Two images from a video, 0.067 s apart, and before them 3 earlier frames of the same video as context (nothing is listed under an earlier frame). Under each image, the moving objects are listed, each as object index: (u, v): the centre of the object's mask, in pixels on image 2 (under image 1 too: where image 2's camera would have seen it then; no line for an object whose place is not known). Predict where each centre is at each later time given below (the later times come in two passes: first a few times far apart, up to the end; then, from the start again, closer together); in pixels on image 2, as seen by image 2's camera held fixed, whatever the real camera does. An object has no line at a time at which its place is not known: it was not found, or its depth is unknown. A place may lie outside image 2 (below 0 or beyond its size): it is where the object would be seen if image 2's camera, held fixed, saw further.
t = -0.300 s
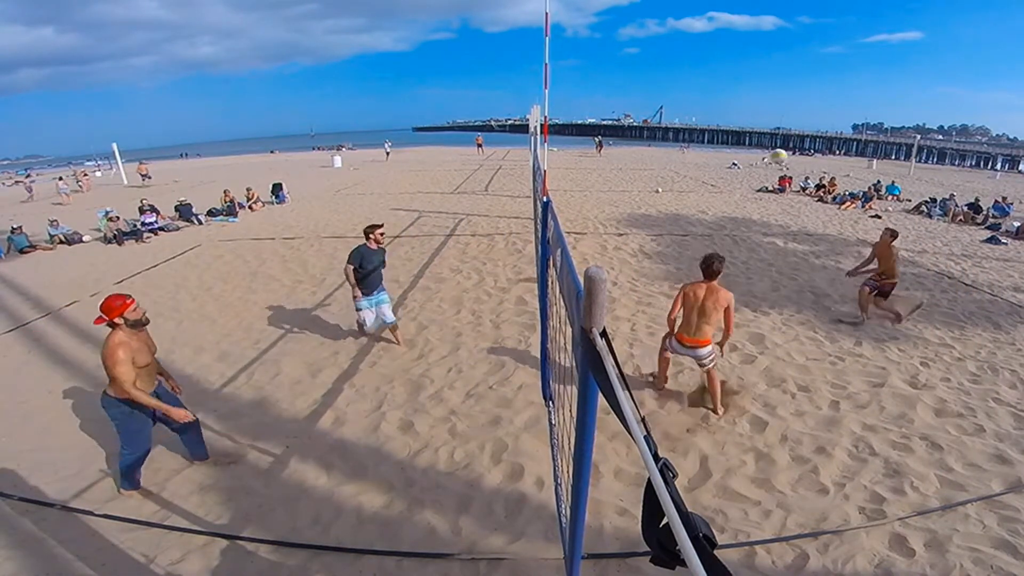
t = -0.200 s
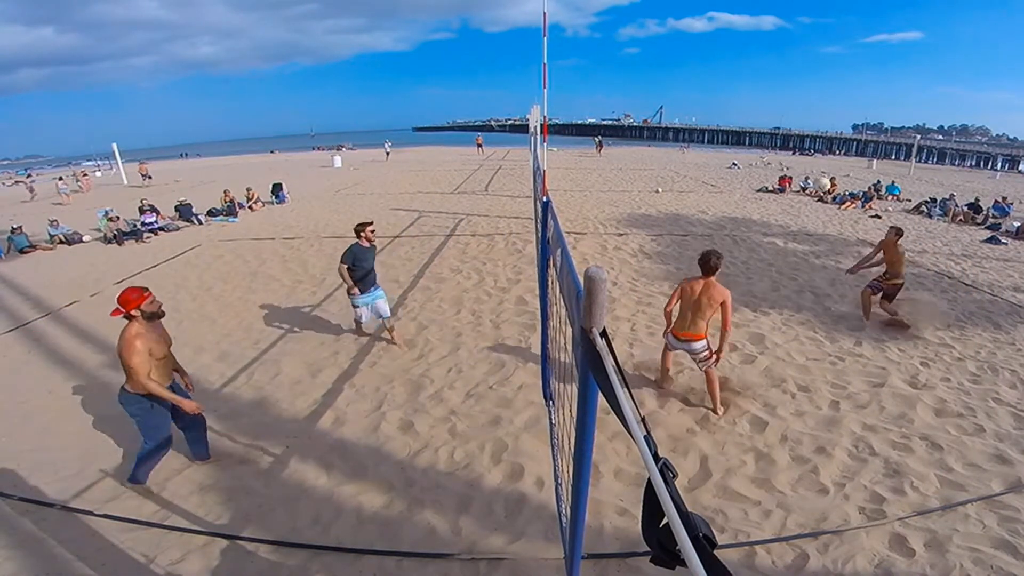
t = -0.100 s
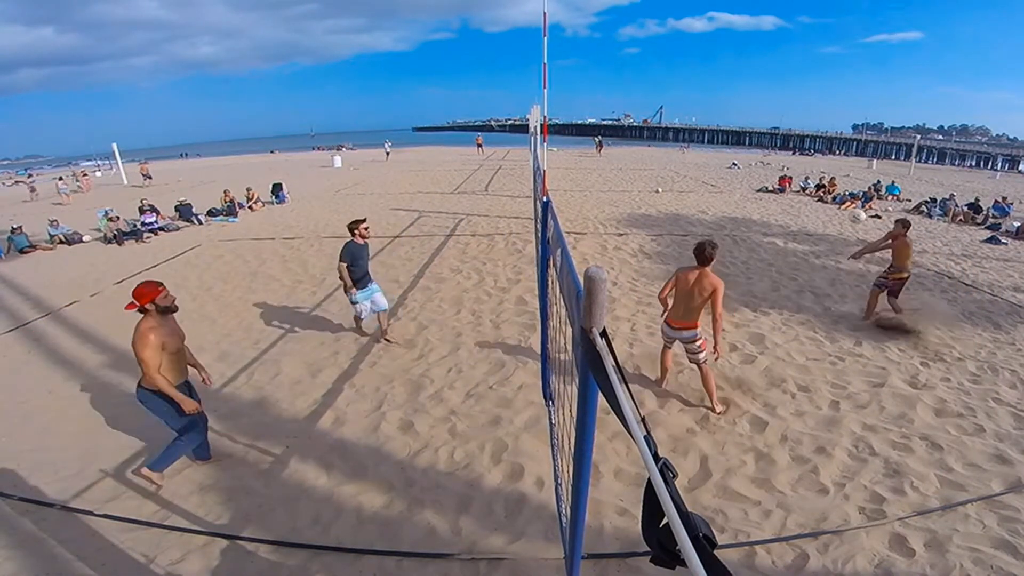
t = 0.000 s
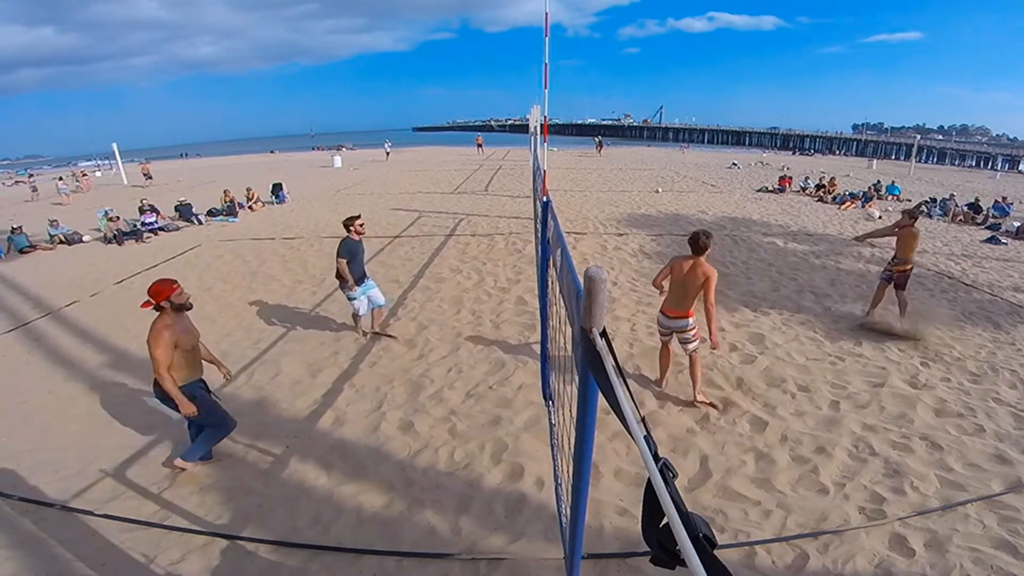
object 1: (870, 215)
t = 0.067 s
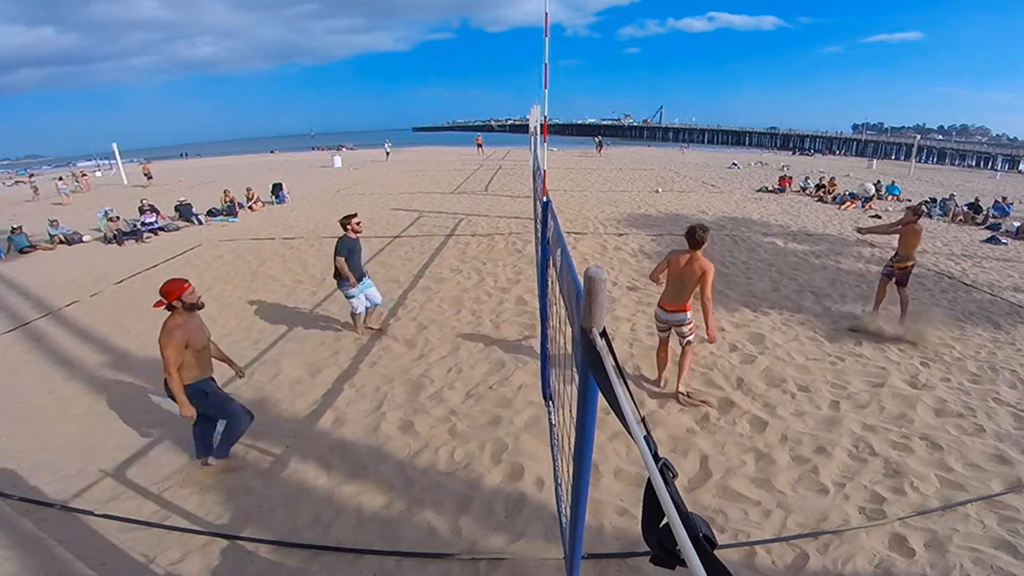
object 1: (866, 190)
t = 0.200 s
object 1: (852, 147)
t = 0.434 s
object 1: (818, 96)
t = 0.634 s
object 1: (780, 80)
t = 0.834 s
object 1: (737, 93)
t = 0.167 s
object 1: (856, 156)
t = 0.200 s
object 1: (852, 147)
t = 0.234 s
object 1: (848, 137)
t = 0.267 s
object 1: (844, 128)
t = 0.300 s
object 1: (839, 121)
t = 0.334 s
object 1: (834, 114)
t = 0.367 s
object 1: (829, 107)
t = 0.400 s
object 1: (823, 101)
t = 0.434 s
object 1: (818, 96)
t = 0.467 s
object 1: (812, 92)
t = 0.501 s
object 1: (806, 88)
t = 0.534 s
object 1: (799, 85)
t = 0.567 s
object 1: (793, 83)
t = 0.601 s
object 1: (786, 81)
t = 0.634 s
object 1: (780, 80)
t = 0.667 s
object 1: (773, 81)
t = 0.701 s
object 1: (767, 81)
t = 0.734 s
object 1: (760, 83)
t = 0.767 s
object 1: (752, 86)
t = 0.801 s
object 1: (745, 89)
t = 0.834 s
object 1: (737, 93)
